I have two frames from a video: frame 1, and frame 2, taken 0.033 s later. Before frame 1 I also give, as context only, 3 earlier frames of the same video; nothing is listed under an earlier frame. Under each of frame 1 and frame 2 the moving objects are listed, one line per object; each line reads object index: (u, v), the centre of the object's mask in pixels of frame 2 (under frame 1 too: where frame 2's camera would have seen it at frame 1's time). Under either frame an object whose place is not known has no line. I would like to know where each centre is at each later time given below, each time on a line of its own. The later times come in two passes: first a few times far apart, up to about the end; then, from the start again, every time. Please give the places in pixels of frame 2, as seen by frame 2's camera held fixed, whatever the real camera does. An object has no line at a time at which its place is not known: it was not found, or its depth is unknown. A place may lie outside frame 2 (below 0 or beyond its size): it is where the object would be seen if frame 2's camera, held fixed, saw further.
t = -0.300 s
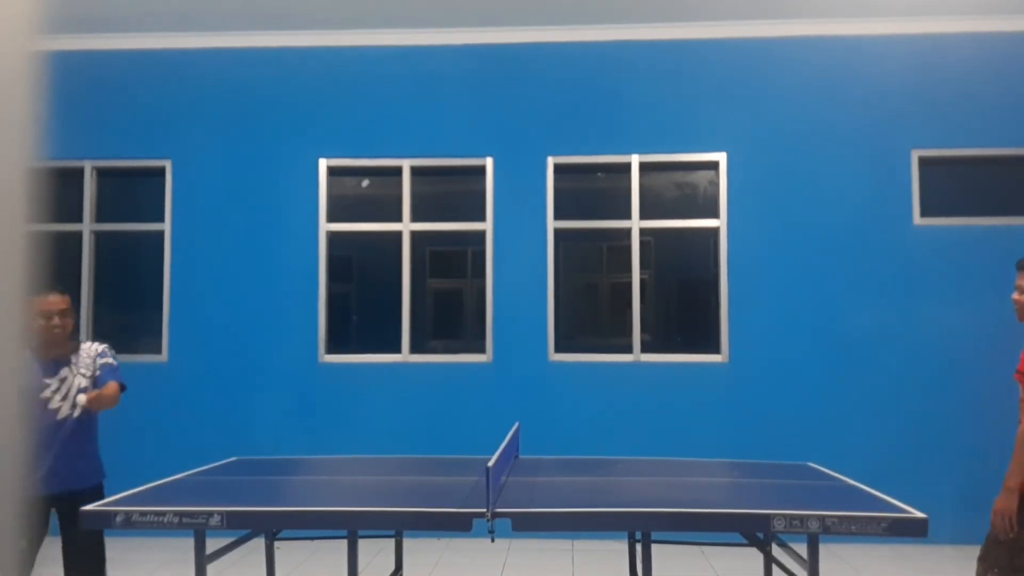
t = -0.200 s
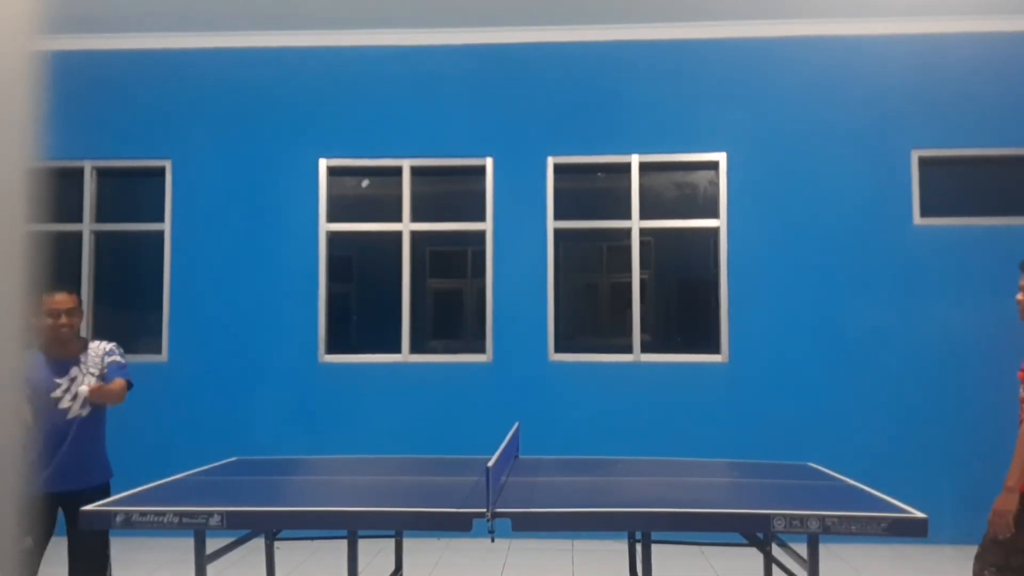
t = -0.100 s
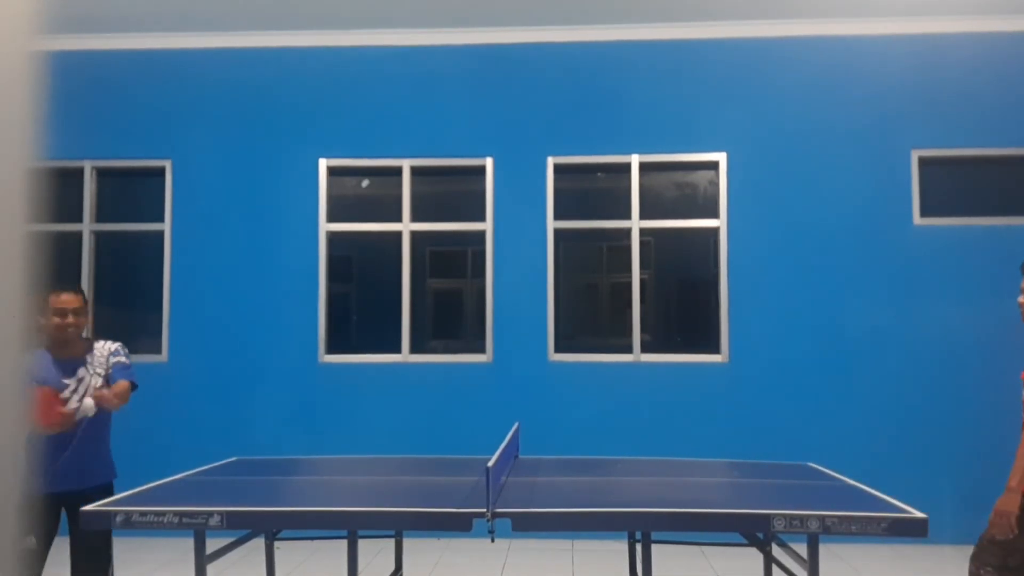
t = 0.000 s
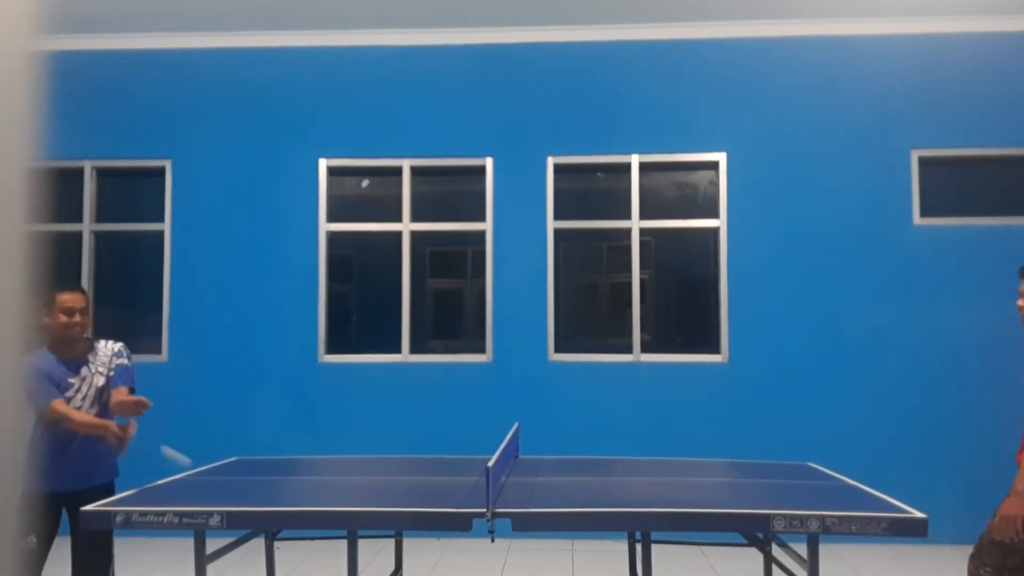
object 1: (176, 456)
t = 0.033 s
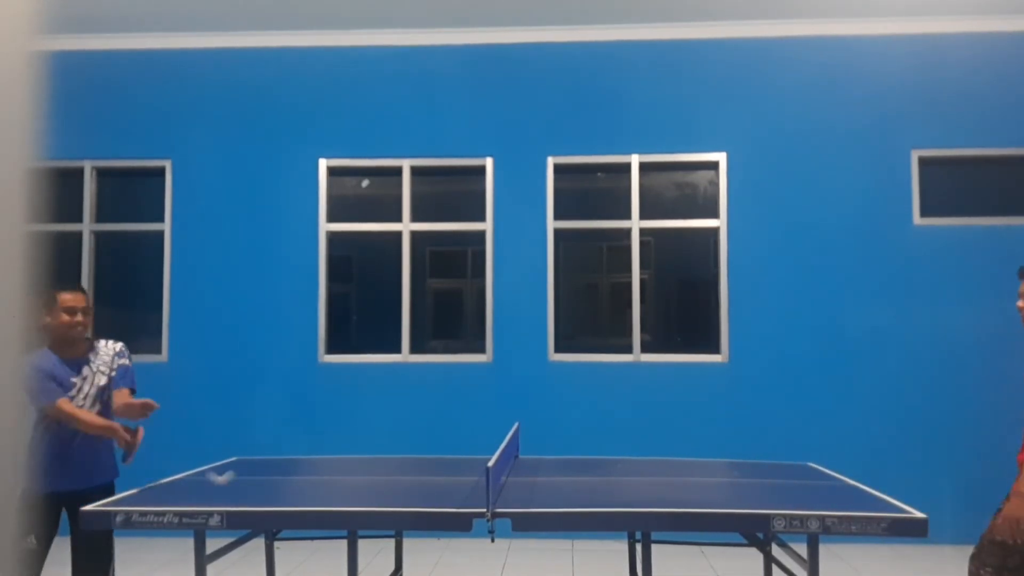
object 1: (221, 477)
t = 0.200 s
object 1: (391, 397)
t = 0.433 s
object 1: (595, 415)
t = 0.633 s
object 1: (731, 428)
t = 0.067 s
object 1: (258, 457)
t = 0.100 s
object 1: (294, 437)
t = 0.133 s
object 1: (327, 420)
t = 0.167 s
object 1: (360, 407)
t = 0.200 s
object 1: (391, 397)
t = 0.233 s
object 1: (422, 391)
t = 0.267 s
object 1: (453, 388)
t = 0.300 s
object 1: (482, 387)
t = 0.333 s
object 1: (512, 390)
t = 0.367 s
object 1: (539, 396)
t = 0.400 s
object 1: (567, 404)
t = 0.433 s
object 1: (595, 415)
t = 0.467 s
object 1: (622, 430)
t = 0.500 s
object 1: (649, 447)
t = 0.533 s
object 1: (674, 466)
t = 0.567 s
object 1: (695, 456)
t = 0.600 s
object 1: (713, 440)
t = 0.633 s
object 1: (731, 428)
